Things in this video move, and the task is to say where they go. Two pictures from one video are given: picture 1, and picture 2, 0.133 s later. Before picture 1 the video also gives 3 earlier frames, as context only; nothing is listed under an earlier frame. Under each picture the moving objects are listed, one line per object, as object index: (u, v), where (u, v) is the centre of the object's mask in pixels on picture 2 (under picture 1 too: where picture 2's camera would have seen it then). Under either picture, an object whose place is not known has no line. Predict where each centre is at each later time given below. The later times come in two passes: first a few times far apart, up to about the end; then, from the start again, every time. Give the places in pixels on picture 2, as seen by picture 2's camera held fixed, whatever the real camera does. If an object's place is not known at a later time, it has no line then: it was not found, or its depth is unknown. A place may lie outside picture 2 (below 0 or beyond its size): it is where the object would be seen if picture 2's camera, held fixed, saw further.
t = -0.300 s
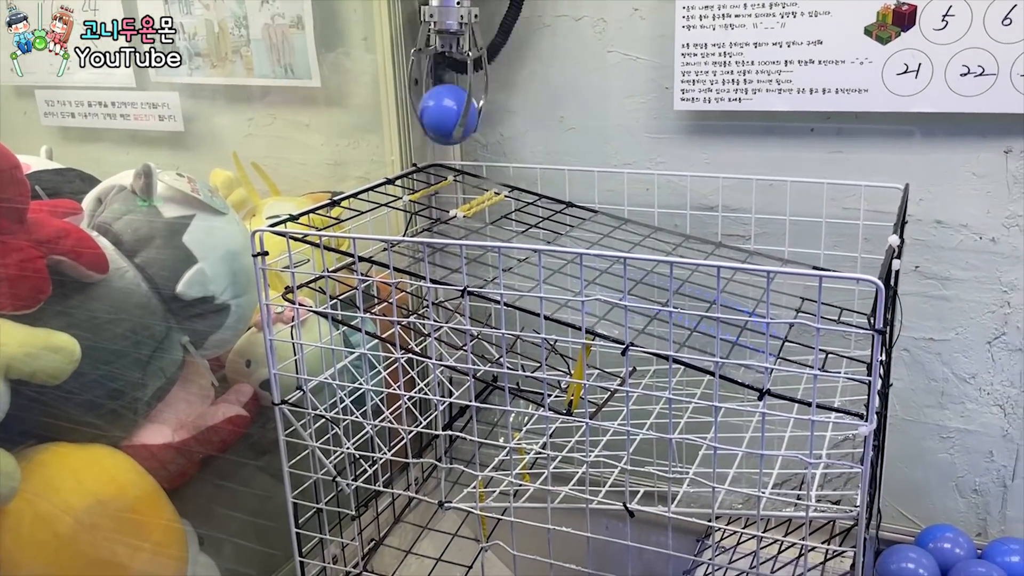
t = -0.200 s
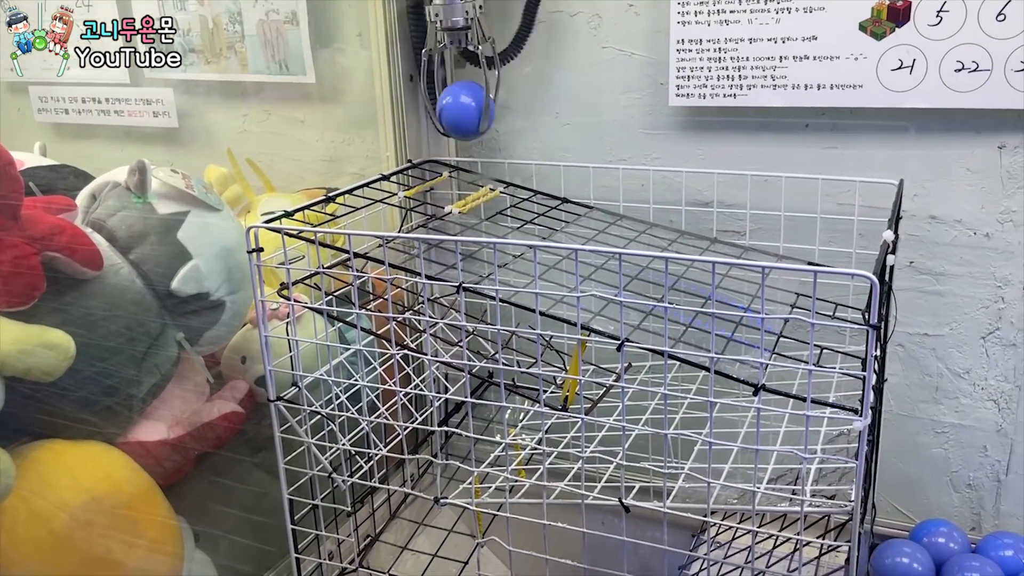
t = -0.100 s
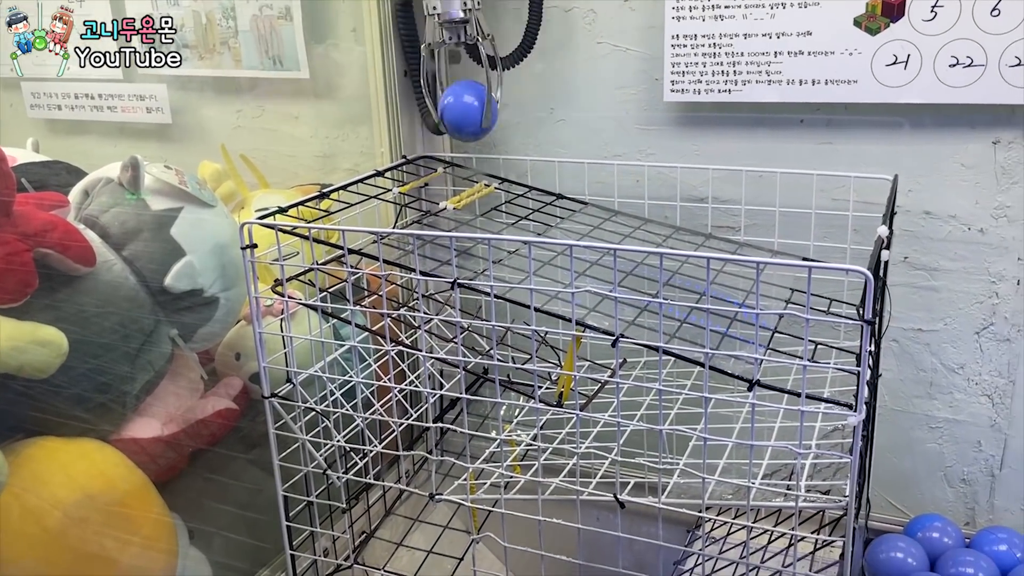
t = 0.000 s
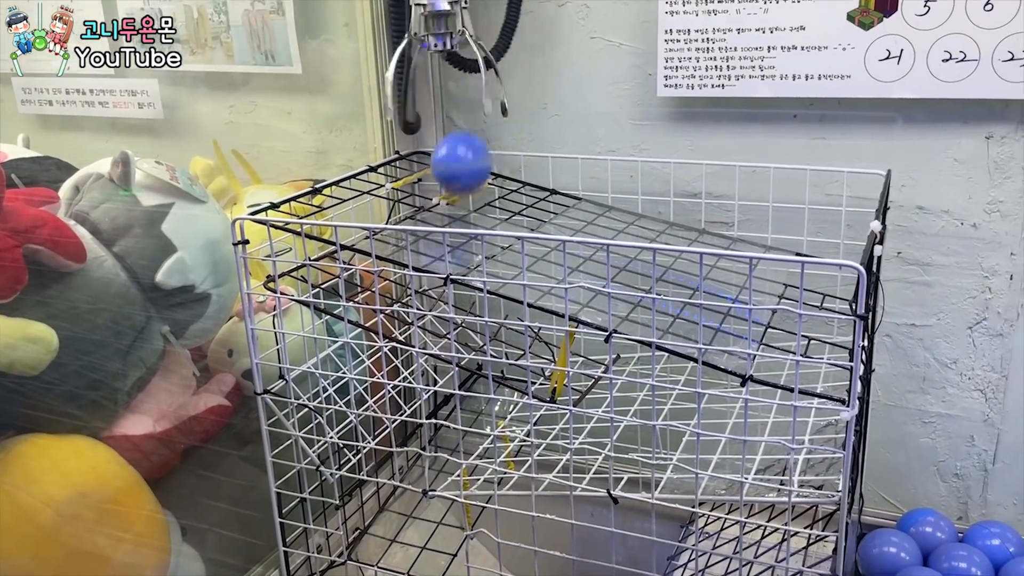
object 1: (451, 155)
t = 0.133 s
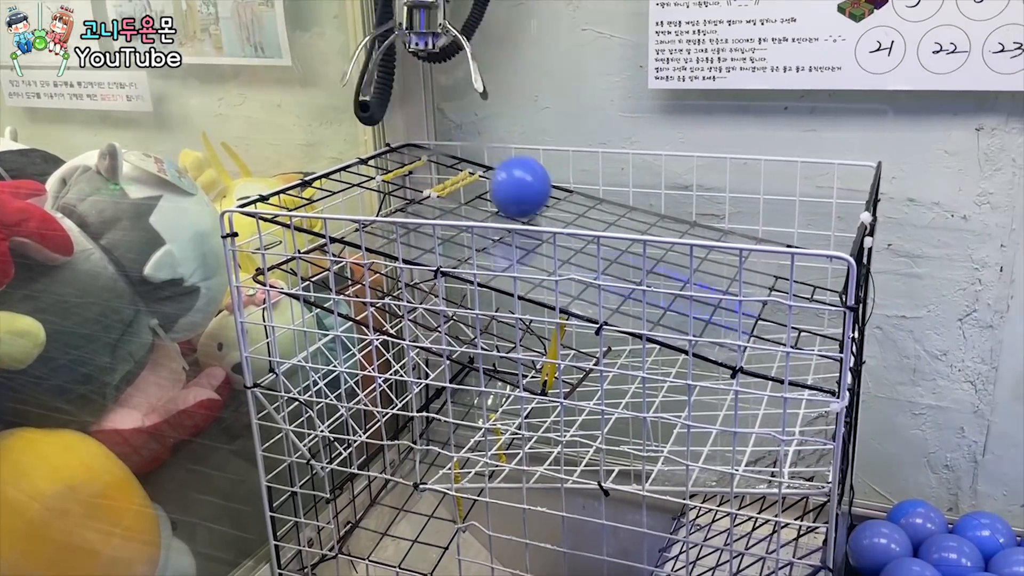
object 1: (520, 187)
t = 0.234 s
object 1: (566, 188)
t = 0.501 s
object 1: (734, 229)
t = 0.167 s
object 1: (535, 186)
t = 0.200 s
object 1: (550, 182)
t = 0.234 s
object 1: (566, 188)
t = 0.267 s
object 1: (582, 198)
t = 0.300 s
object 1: (600, 200)
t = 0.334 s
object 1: (620, 205)
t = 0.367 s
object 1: (641, 207)
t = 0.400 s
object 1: (663, 211)
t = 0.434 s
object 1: (685, 215)
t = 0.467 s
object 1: (708, 224)
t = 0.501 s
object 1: (734, 229)
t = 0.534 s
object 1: (765, 235)
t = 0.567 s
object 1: (794, 241)
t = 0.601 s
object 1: (821, 256)
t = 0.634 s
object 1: (836, 250)
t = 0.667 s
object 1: (831, 244)
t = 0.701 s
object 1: (822, 253)
